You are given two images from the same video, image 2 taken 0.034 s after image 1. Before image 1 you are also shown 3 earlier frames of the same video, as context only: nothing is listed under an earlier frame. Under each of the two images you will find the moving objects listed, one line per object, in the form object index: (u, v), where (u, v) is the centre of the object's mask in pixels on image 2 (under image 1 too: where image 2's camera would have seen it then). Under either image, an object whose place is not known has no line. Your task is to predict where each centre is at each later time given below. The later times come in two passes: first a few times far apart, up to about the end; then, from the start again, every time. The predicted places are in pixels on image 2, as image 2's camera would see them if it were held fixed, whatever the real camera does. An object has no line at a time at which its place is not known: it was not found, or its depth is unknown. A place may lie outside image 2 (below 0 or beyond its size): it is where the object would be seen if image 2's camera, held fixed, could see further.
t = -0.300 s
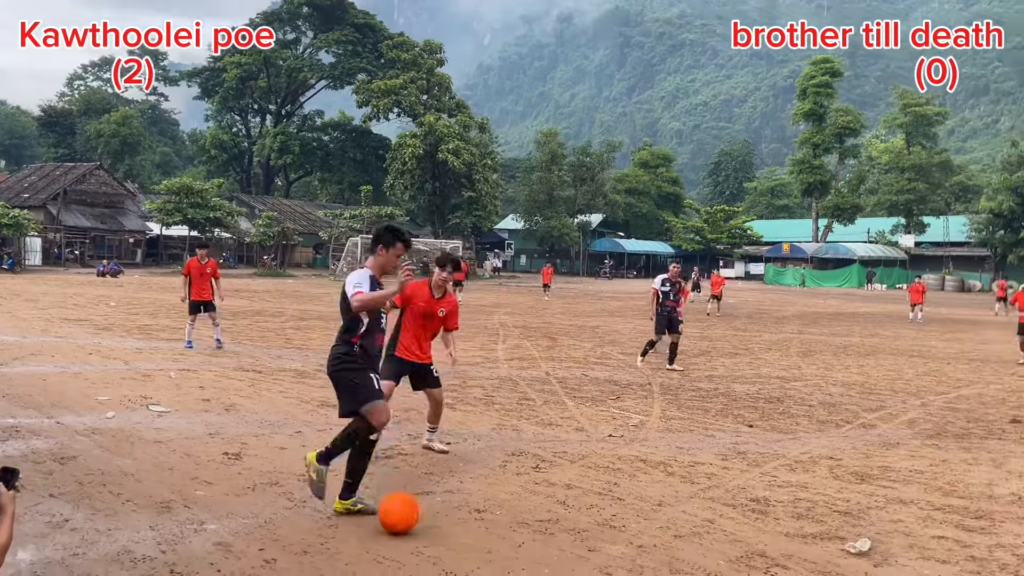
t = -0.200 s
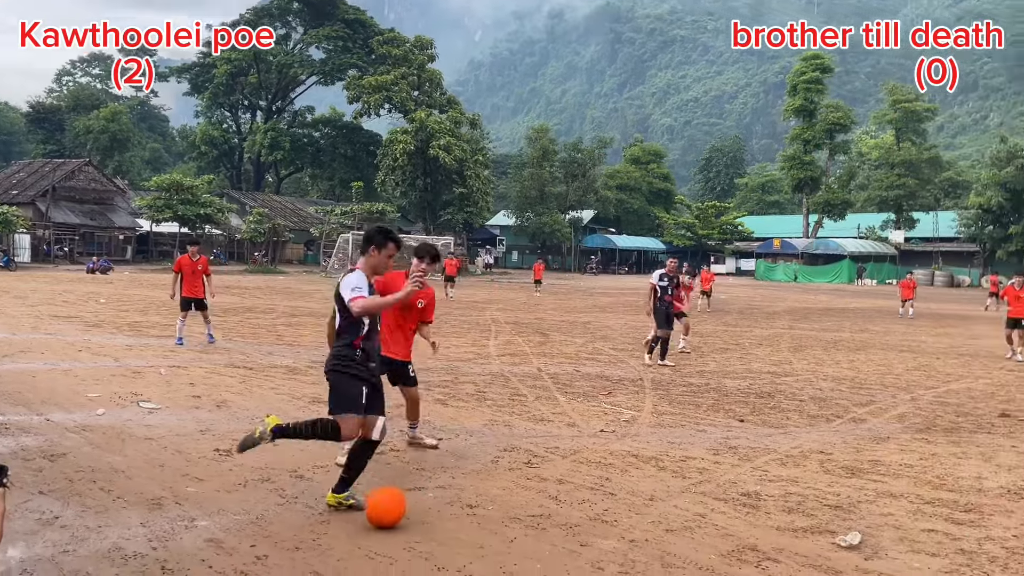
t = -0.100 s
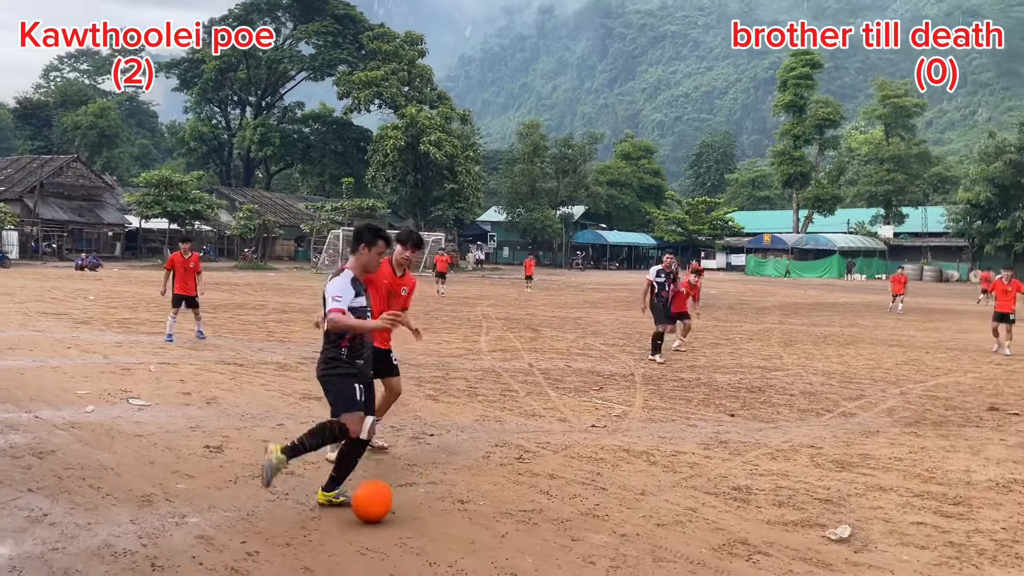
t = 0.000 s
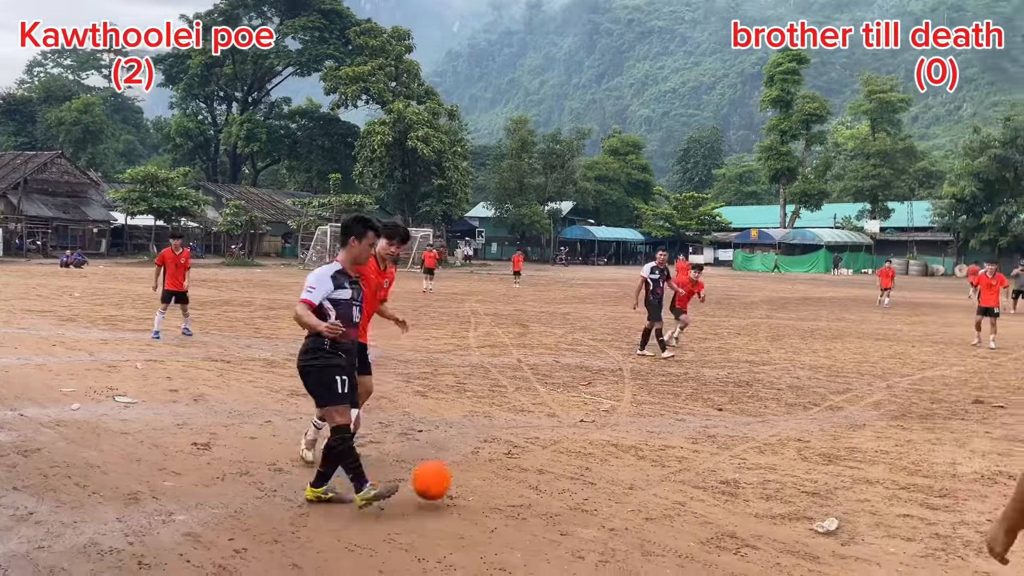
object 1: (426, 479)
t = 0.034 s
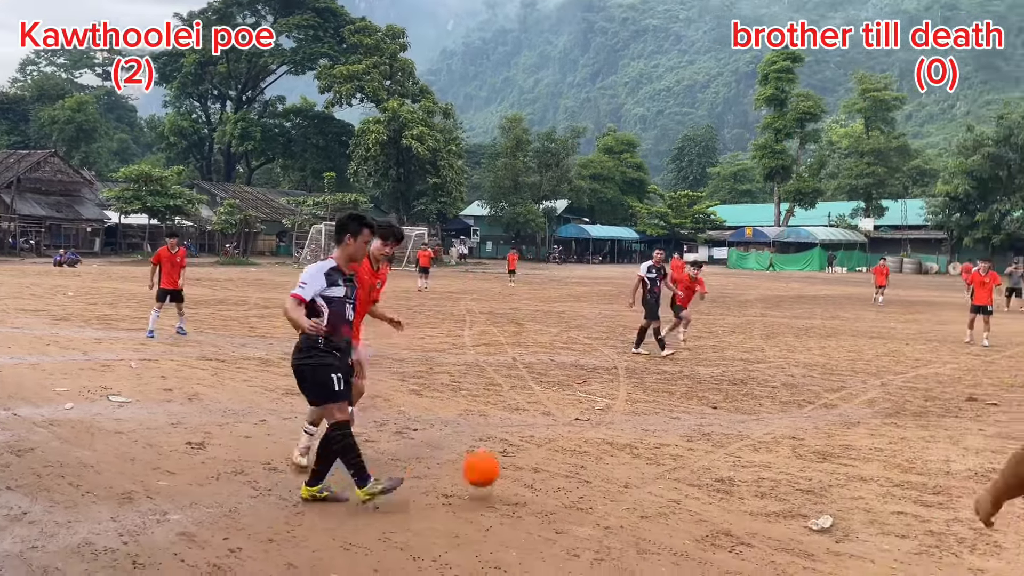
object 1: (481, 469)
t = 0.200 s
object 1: (703, 450)
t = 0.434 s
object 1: (889, 432)
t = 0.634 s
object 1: (974, 417)
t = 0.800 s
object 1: (1020, 405)
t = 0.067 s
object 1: (532, 460)
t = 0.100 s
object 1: (579, 455)
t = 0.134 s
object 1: (623, 451)
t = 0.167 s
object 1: (664, 449)
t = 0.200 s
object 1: (703, 450)
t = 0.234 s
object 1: (738, 451)
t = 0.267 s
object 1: (771, 453)
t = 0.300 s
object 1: (798, 446)
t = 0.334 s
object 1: (823, 442)
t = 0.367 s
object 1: (848, 440)
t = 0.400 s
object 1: (870, 437)
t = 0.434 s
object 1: (889, 432)
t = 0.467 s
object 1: (906, 429)
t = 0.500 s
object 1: (923, 427)
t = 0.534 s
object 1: (938, 422)
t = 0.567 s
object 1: (950, 420)
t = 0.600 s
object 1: (963, 418)
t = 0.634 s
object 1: (974, 417)
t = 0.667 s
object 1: (984, 415)
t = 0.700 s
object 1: (995, 413)
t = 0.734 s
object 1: (1003, 412)
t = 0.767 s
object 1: (1012, 408)
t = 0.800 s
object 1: (1020, 405)
